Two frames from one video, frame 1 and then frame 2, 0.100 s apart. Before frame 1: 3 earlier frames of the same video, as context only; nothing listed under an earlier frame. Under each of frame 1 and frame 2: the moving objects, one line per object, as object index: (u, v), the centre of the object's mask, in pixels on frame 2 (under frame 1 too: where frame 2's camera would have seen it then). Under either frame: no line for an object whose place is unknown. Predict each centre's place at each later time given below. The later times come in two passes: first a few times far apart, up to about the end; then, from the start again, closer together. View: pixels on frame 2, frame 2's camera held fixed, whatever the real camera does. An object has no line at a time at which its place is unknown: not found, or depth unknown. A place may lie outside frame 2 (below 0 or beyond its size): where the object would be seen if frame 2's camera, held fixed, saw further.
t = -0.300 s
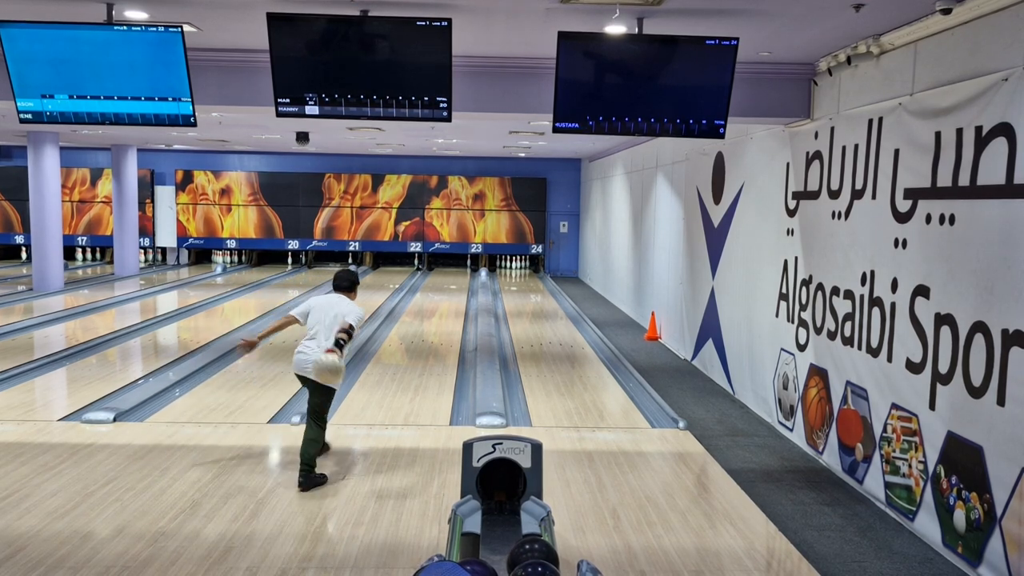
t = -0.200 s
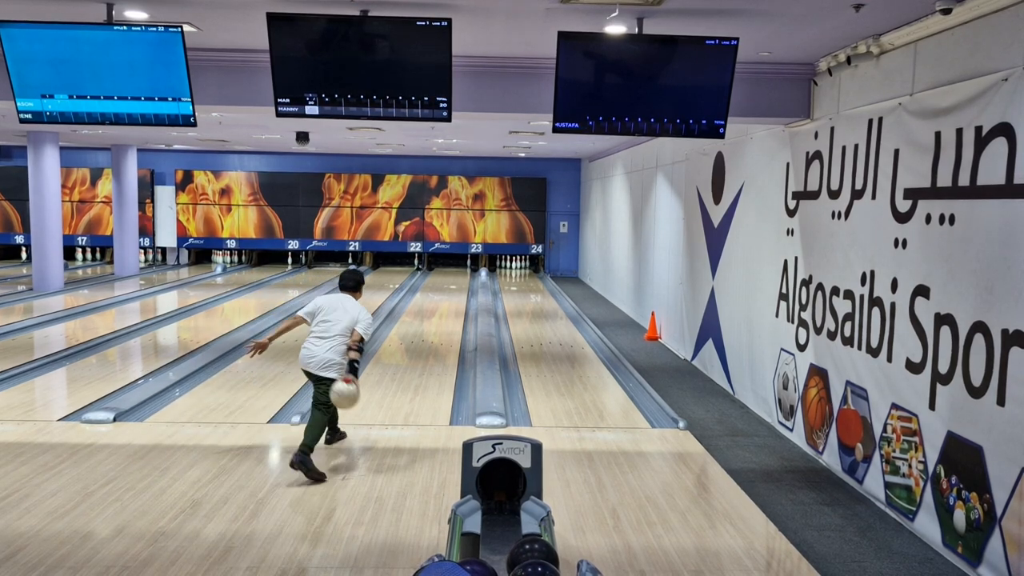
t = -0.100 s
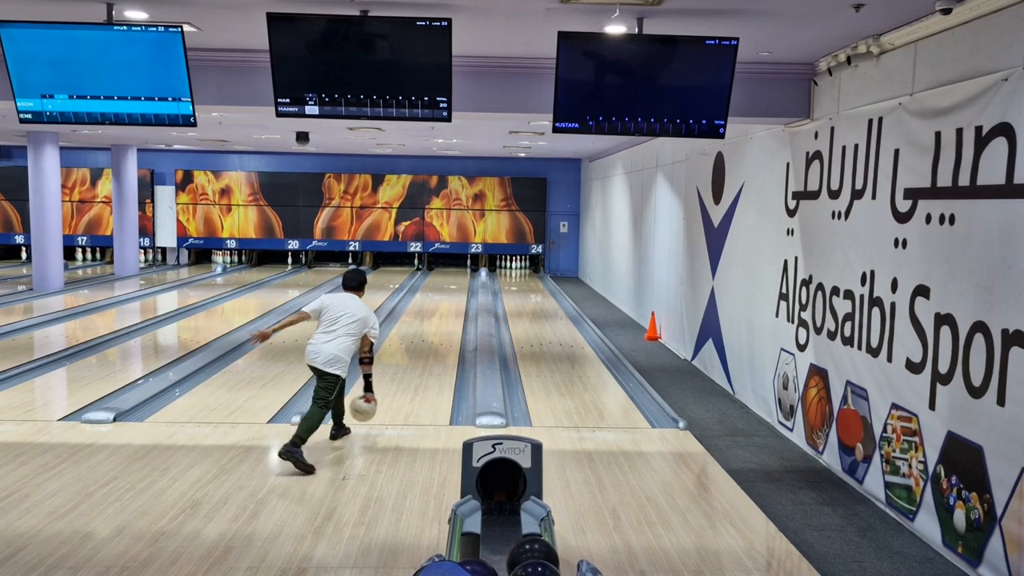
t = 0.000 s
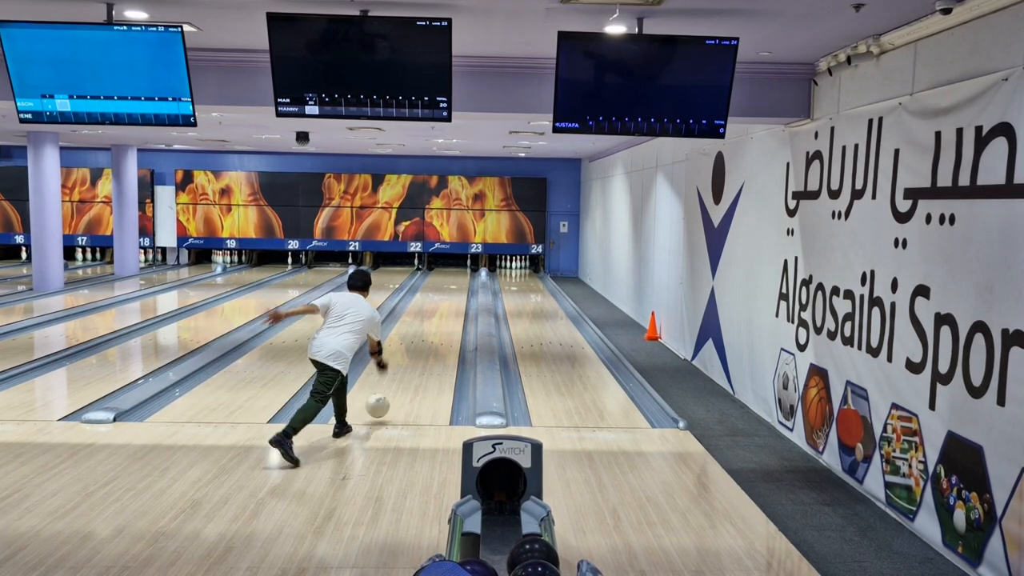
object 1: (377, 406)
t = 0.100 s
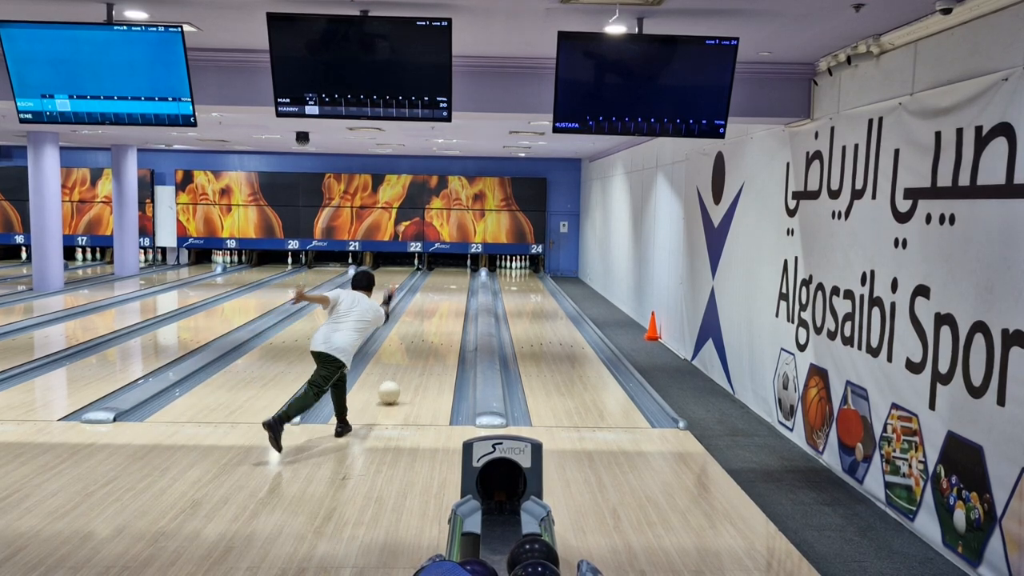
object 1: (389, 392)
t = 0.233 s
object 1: (400, 374)
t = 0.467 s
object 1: (416, 347)
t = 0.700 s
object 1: (428, 328)
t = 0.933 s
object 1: (437, 314)
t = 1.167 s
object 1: (444, 302)
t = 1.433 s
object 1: (450, 291)
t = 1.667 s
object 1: (454, 285)
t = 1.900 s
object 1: (457, 278)
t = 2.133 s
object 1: (460, 273)
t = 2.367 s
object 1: (462, 269)
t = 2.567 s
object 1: (463, 265)
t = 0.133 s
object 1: (392, 388)
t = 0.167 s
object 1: (395, 383)
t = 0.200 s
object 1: (397, 378)
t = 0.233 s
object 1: (400, 374)
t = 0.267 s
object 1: (403, 369)
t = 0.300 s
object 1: (405, 365)
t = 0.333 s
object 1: (408, 361)
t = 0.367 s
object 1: (410, 358)
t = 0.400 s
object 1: (412, 354)
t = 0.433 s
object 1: (414, 351)
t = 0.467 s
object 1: (416, 347)
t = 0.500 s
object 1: (417, 344)
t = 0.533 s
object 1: (420, 341)
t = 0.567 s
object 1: (422, 338)
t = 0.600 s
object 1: (424, 336)
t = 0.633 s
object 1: (425, 333)
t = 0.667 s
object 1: (427, 331)
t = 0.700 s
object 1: (428, 328)
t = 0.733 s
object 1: (430, 326)
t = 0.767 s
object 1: (431, 324)
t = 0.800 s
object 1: (432, 321)
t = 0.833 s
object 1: (433, 319)
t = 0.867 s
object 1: (434, 317)
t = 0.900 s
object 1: (435, 315)
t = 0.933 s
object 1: (437, 314)
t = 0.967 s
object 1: (438, 312)
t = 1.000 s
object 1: (439, 310)
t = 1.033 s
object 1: (440, 309)
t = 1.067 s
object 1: (441, 307)
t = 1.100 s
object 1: (442, 305)
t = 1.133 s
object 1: (443, 304)
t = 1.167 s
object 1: (444, 302)
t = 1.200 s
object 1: (445, 301)
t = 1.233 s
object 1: (446, 299)
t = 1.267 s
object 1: (446, 298)
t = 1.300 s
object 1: (447, 297)
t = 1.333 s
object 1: (447, 295)
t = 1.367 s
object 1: (448, 294)
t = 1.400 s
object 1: (449, 293)
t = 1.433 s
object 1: (450, 291)
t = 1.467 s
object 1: (450, 290)
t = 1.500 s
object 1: (451, 289)
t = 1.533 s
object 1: (451, 289)
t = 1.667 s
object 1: (454, 285)
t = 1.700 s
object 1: (454, 284)
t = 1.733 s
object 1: (455, 283)
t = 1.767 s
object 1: (456, 281)
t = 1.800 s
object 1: (456, 281)
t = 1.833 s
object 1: (456, 280)
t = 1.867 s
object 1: (457, 279)
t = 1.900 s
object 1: (457, 278)
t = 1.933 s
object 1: (458, 277)
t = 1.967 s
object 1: (458, 277)
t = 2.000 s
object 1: (459, 276)
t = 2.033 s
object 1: (459, 275)
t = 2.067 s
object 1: (459, 274)
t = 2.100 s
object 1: (460, 273)
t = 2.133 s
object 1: (460, 273)
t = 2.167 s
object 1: (460, 272)
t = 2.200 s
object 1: (460, 272)
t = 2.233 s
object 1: (461, 271)
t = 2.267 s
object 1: (461, 270)
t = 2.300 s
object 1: (461, 270)
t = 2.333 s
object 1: (462, 269)
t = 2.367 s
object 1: (462, 269)
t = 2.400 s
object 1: (462, 268)
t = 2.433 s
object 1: (462, 267)
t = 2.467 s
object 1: (462, 266)
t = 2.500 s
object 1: (462, 266)
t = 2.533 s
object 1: (463, 266)
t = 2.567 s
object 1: (463, 265)
